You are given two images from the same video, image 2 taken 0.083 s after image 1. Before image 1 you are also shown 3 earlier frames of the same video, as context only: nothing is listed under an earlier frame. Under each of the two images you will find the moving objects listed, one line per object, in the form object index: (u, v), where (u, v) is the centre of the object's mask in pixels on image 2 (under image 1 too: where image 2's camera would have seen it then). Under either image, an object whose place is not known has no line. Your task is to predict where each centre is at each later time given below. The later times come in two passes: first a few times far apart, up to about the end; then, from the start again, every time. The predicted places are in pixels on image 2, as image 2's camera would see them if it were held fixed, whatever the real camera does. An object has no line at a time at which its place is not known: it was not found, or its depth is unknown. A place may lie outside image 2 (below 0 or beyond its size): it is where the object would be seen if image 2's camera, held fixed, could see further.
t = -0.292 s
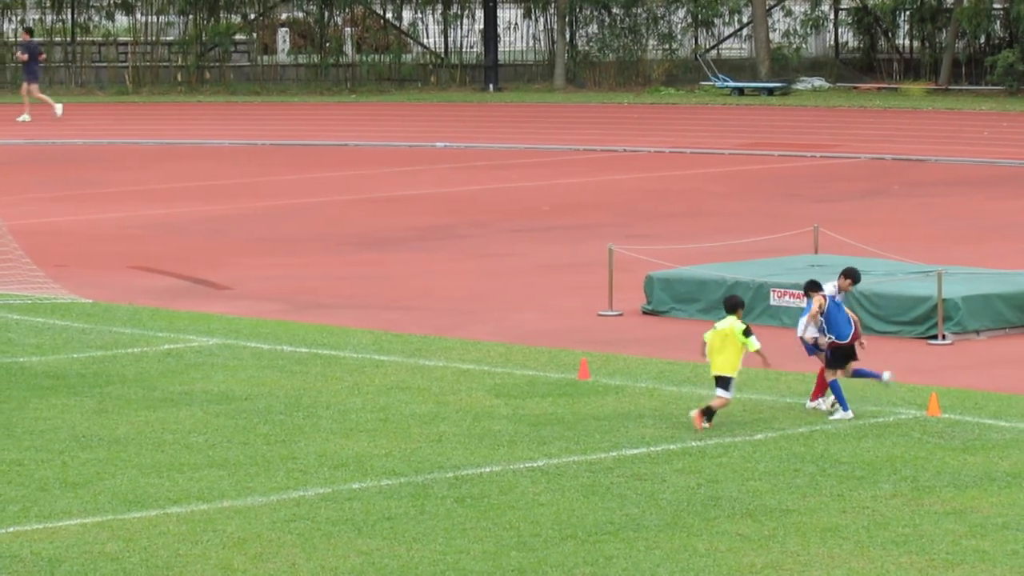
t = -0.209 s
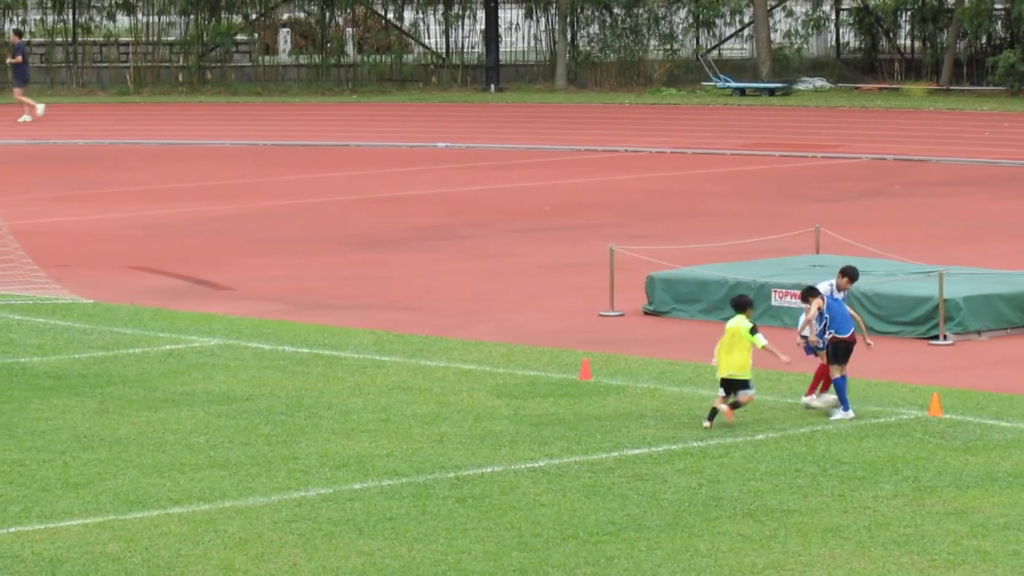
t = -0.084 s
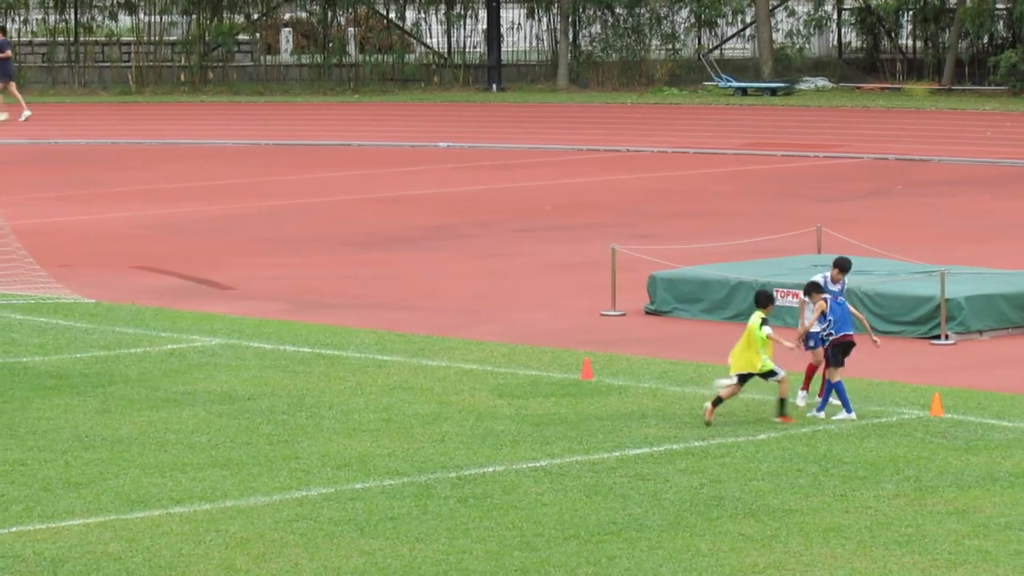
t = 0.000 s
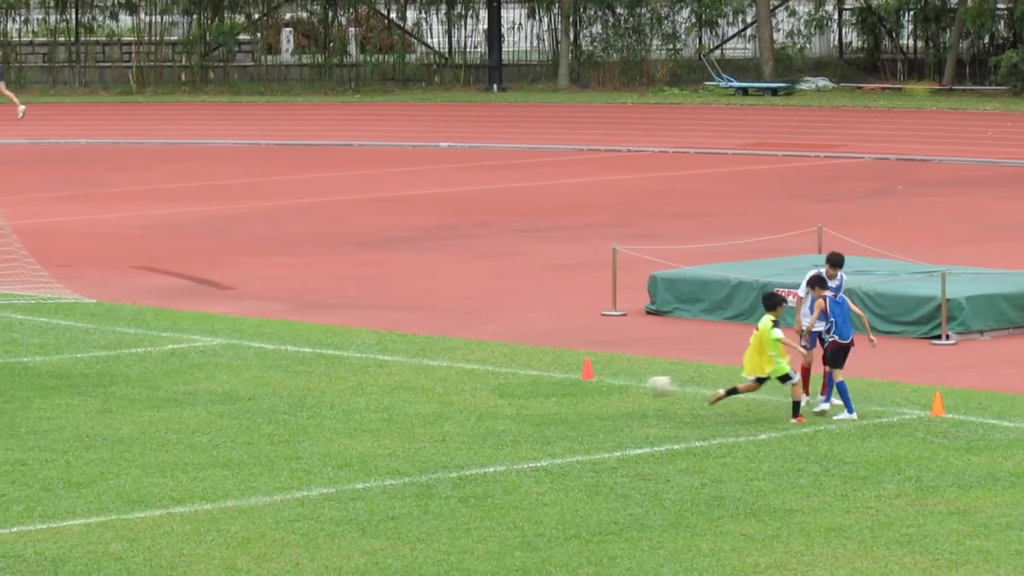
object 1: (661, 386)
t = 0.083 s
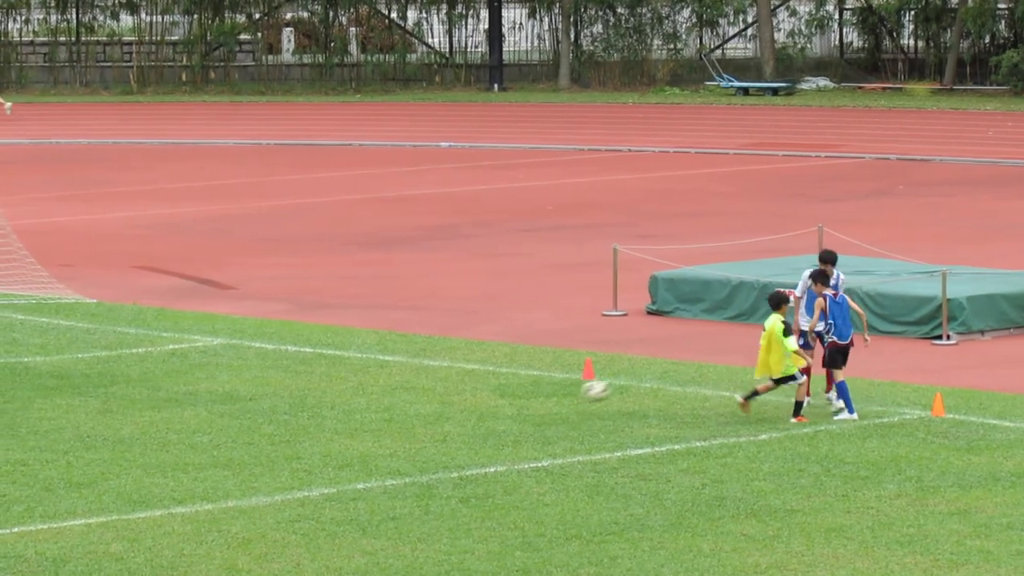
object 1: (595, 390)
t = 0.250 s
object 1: (485, 398)
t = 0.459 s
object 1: (393, 395)
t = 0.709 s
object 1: (305, 396)
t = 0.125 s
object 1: (563, 395)
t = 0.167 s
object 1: (530, 401)
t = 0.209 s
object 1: (503, 403)
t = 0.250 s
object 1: (485, 398)
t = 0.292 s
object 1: (466, 394)
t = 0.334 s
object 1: (447, 391)
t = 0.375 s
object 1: (430, 390)
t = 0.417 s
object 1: (412, 392)
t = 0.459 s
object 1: (393, 395)
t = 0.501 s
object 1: (375, 399)
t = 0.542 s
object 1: (358, 402)
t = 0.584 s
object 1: (345, 400)
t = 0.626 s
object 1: (331, 397)
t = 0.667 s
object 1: (318, 396)
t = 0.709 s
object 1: (305, 396)
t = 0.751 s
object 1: (293, 398)
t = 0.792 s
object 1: (279, 401)
